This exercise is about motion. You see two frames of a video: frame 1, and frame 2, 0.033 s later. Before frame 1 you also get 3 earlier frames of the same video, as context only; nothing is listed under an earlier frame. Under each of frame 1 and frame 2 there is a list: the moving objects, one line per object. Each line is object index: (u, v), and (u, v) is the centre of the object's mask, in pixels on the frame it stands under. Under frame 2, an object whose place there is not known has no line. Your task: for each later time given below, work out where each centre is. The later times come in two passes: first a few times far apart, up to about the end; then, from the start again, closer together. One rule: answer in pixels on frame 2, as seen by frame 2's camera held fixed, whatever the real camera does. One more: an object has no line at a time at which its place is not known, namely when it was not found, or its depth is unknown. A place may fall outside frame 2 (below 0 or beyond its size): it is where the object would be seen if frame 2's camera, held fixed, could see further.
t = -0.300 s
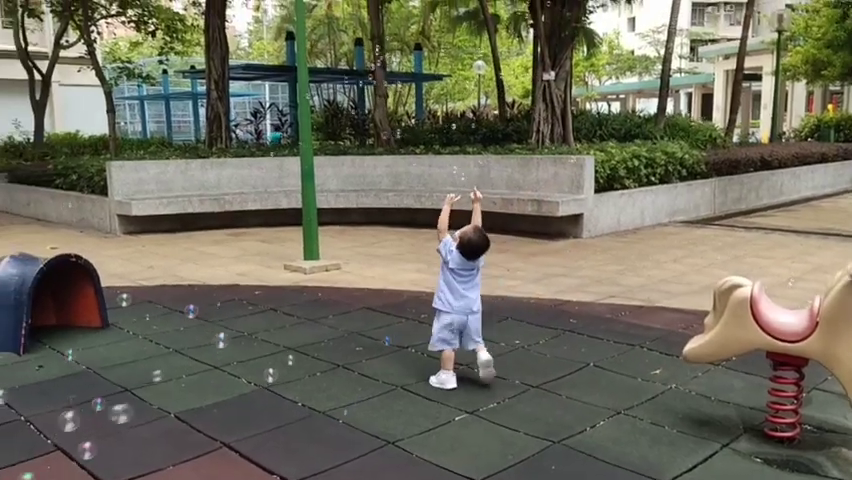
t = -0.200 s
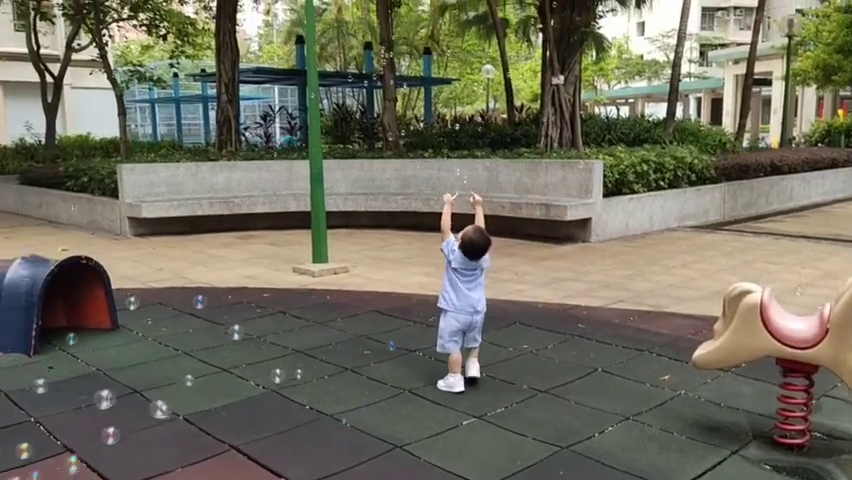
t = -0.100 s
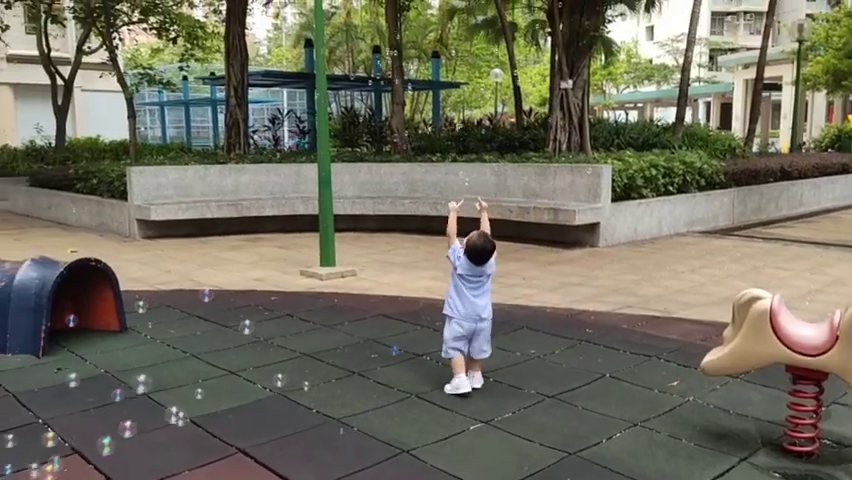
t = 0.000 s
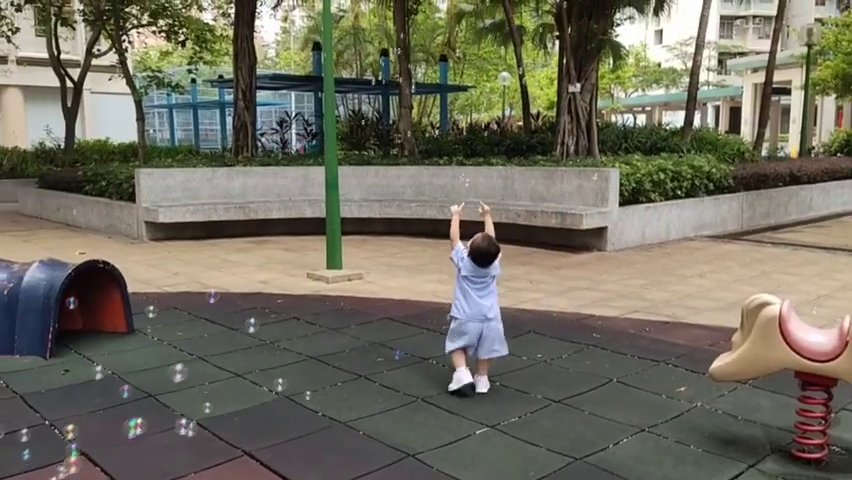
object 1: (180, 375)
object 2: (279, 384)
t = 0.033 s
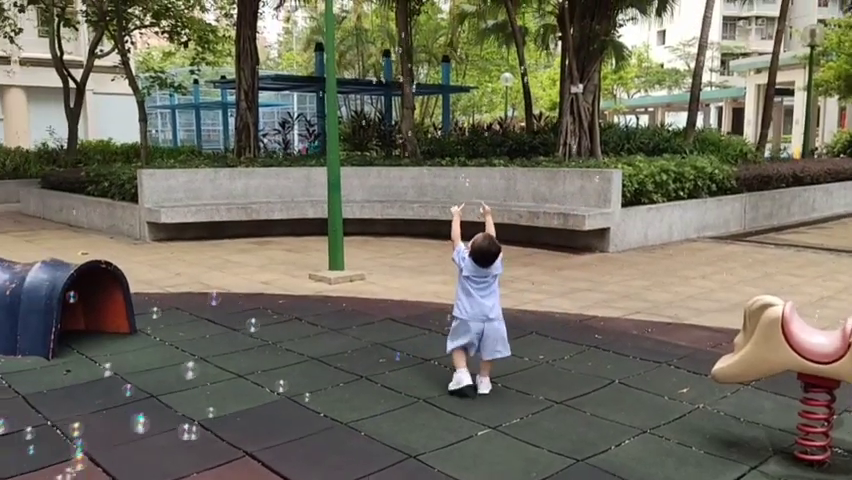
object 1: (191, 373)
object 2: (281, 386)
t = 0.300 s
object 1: (241, 376)
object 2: (284, 397)
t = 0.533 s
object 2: (284, 414)
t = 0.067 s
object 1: (200, 370)
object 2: (281, 386)
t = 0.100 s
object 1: (207, 369)
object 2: (280, 387)
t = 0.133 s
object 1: (213, 369)
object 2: (281, 388)
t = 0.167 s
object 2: (281, 390)
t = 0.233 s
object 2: (283, 392)
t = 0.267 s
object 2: (283, 395)
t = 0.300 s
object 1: (241, 376)
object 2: (284, 397)
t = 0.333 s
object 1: (244, 380)
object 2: (284, 400)
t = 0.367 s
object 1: (247, 383)
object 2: (284, 402)
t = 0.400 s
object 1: (251, 386)
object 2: (284, 404)
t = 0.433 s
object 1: (254, 389)
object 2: (284, 407)
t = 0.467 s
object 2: (284, 410)
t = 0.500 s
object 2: (284, 412)
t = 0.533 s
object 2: (284, 414)
